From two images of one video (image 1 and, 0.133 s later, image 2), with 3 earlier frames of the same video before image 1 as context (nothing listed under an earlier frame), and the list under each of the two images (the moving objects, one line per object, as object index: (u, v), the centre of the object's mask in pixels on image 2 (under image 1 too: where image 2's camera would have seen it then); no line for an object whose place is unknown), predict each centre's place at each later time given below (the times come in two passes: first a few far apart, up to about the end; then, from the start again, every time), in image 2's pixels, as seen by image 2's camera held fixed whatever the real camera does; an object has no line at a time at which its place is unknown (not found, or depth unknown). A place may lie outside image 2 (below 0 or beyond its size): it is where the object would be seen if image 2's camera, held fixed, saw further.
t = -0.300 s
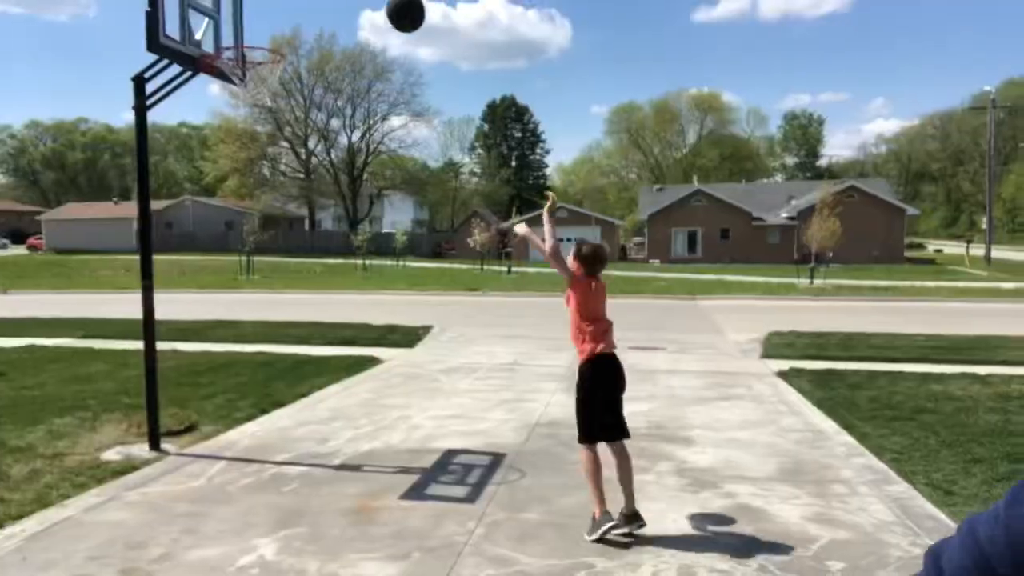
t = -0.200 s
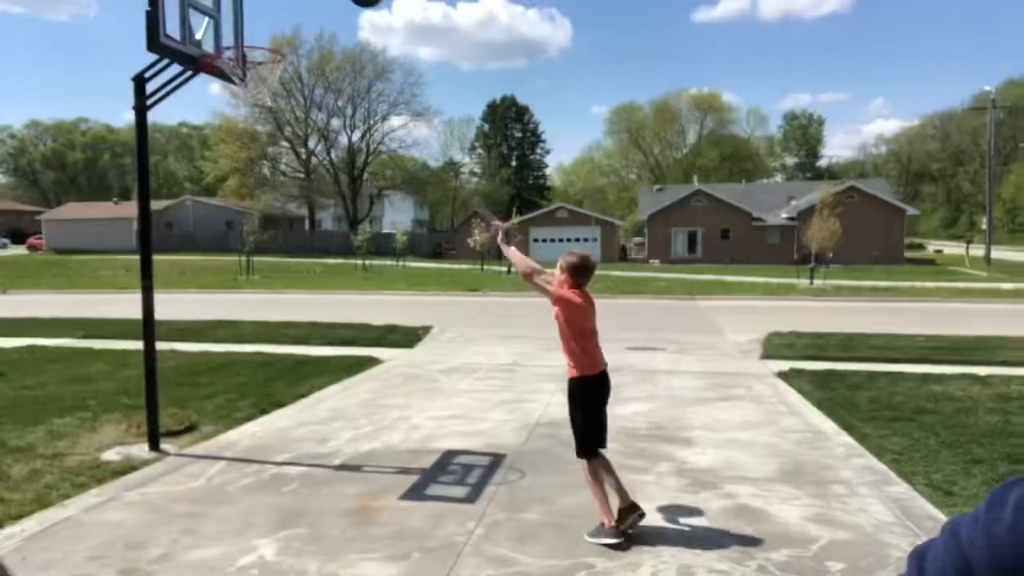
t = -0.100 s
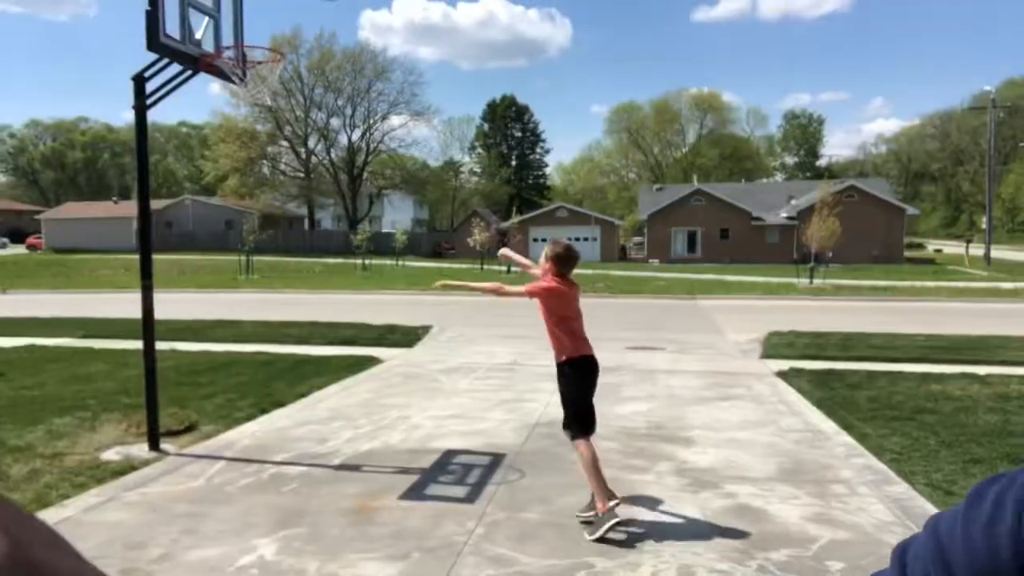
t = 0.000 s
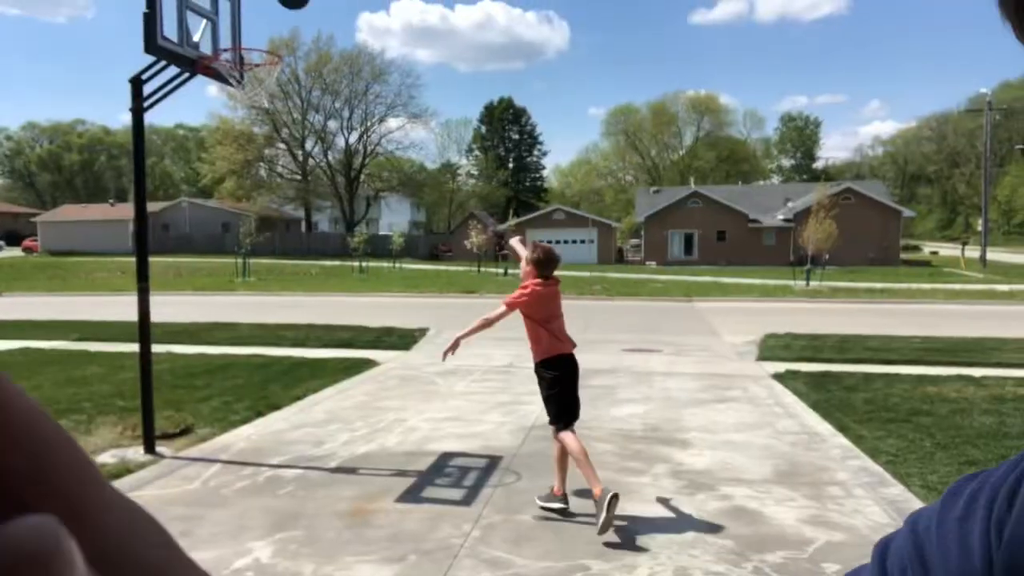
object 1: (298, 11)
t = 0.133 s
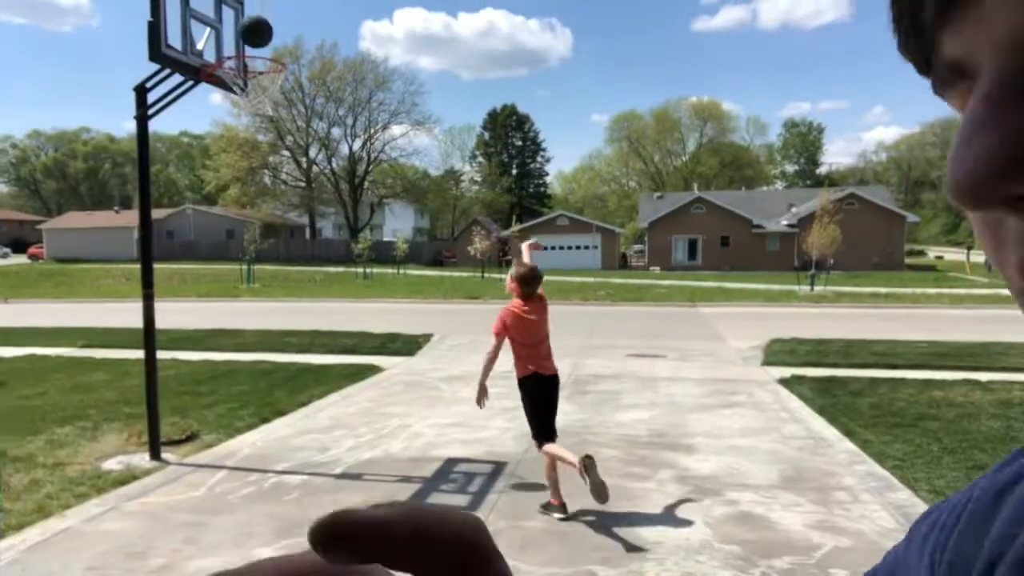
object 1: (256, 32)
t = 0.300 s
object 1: (245, 25)
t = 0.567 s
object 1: (277, 5)
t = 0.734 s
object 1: (298, 28)
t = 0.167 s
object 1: (245, 40)
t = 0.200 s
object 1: (237, 50)
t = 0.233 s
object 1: (238, 47)
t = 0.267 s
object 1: (241, 34)
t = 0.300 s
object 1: (245, 25)
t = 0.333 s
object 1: (249, 15)
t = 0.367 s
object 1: (253, 11)
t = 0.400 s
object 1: (257, 8)
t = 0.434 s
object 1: (260, 6)
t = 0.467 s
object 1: (265, 4)
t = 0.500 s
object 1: (269, 4)
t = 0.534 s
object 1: (273, 4)
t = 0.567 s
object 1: (277, 5)
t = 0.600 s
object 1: (281, 6)
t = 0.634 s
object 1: (285, 8)
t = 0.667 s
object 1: (289, 12)
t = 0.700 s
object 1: (294, 18)
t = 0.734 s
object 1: (298, 28)
